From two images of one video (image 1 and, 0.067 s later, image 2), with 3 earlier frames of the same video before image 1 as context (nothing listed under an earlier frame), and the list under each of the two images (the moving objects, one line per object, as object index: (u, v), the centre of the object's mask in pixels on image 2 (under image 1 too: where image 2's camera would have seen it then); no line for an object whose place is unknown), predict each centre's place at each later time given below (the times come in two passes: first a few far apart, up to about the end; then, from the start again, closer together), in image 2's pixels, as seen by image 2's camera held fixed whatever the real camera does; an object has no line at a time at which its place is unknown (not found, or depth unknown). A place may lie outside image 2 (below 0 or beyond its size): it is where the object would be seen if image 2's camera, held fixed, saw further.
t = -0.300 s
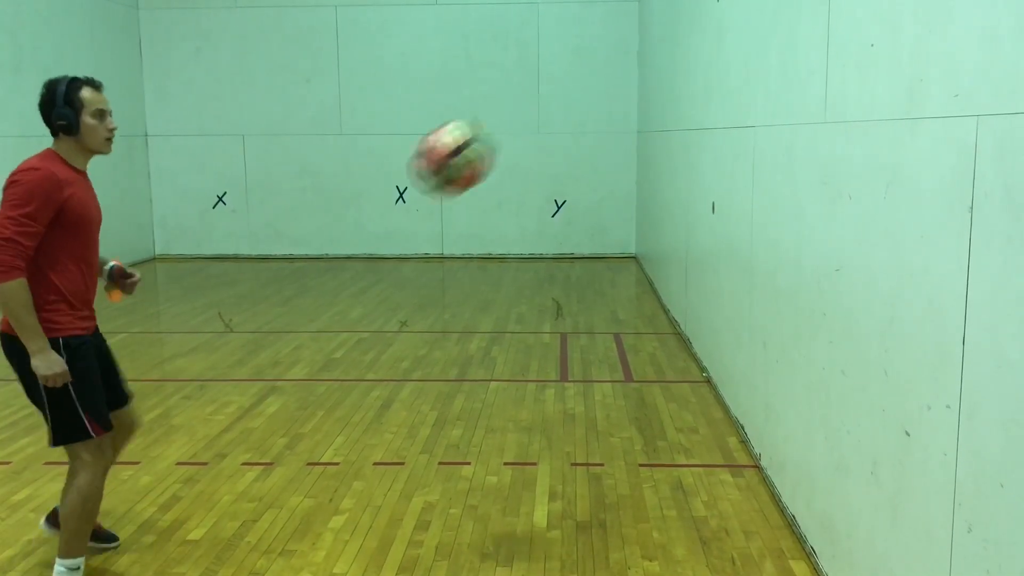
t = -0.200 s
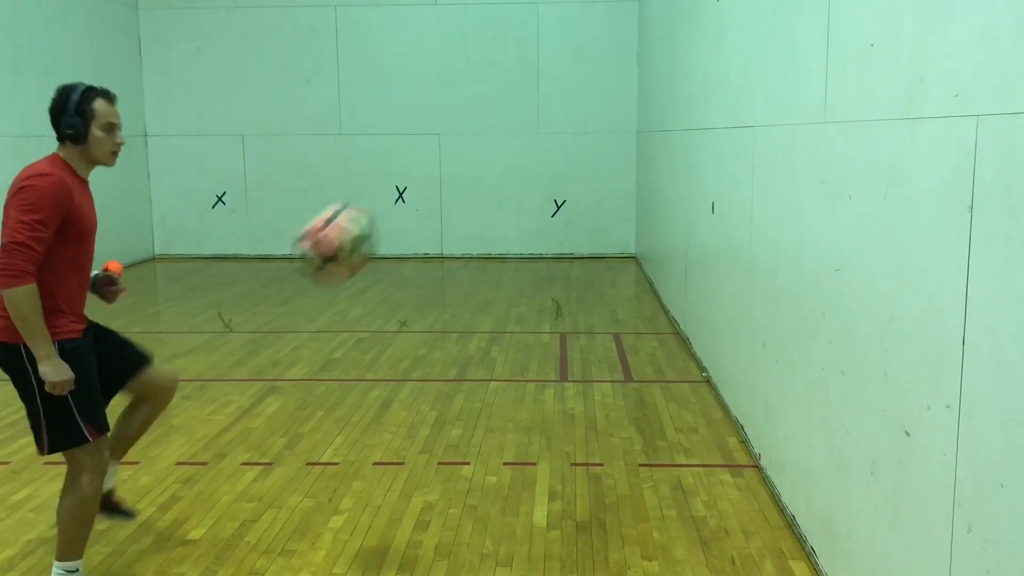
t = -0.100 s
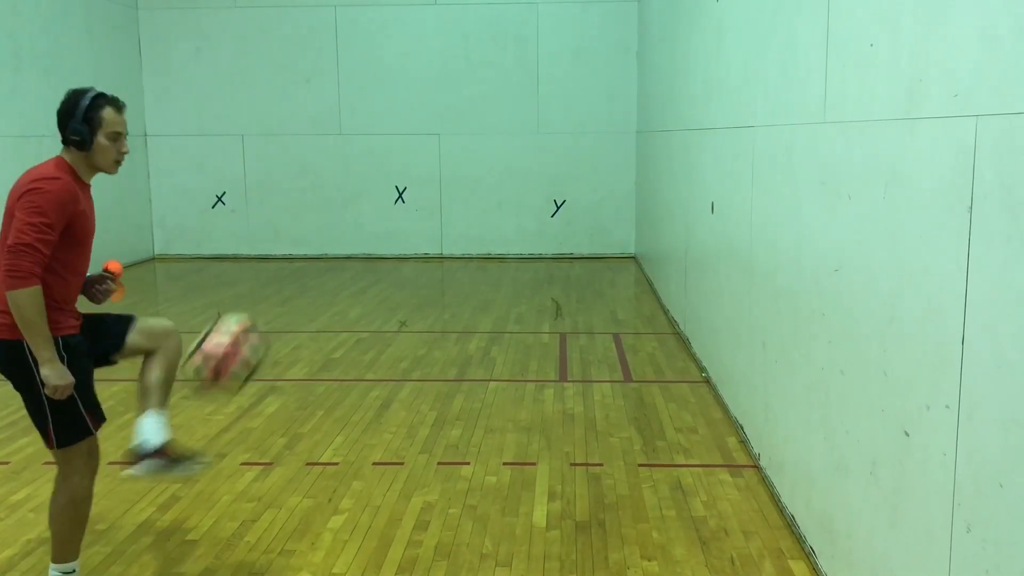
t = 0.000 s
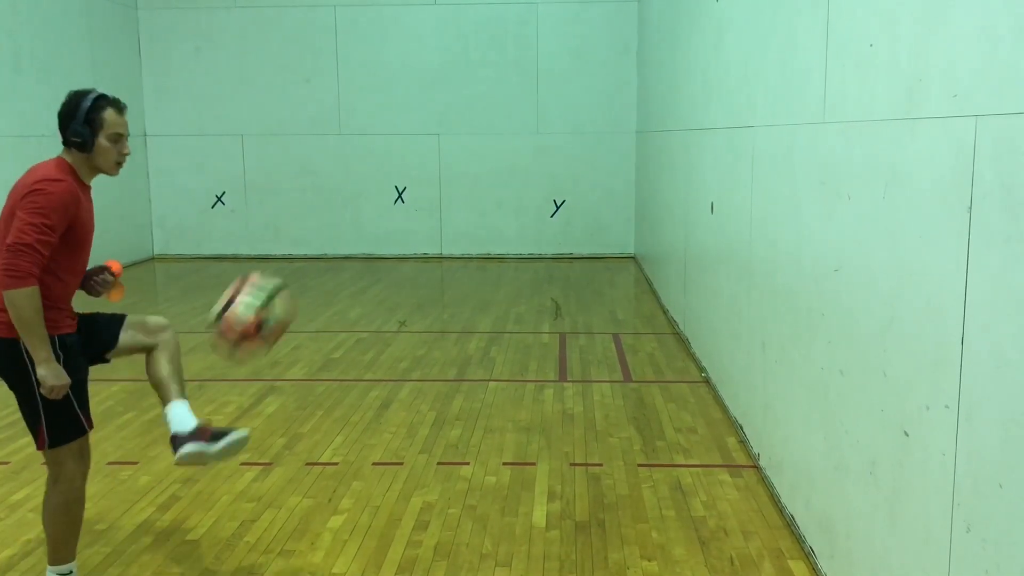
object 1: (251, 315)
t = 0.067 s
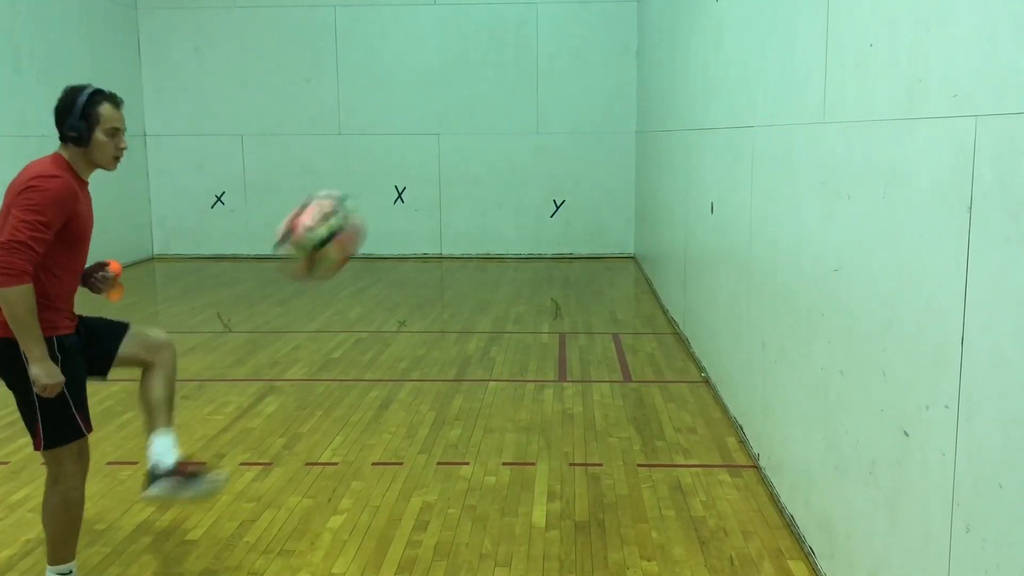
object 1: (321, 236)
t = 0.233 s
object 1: (521, 73)
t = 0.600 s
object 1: (779, 28)
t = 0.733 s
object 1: (589, 141)
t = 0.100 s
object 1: (357, 200)
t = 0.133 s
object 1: (395, 164)
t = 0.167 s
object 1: (435, 131)
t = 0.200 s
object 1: (479, 101)
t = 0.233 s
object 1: (521, 73)
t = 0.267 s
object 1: (568, 48)
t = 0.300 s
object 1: (617, 33)
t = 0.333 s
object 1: (673, 23)
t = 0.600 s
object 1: (779, 28)
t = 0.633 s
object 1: (731, 41)
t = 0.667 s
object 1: (686, 62)
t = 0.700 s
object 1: (637, 101)
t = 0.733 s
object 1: (589, 141)
